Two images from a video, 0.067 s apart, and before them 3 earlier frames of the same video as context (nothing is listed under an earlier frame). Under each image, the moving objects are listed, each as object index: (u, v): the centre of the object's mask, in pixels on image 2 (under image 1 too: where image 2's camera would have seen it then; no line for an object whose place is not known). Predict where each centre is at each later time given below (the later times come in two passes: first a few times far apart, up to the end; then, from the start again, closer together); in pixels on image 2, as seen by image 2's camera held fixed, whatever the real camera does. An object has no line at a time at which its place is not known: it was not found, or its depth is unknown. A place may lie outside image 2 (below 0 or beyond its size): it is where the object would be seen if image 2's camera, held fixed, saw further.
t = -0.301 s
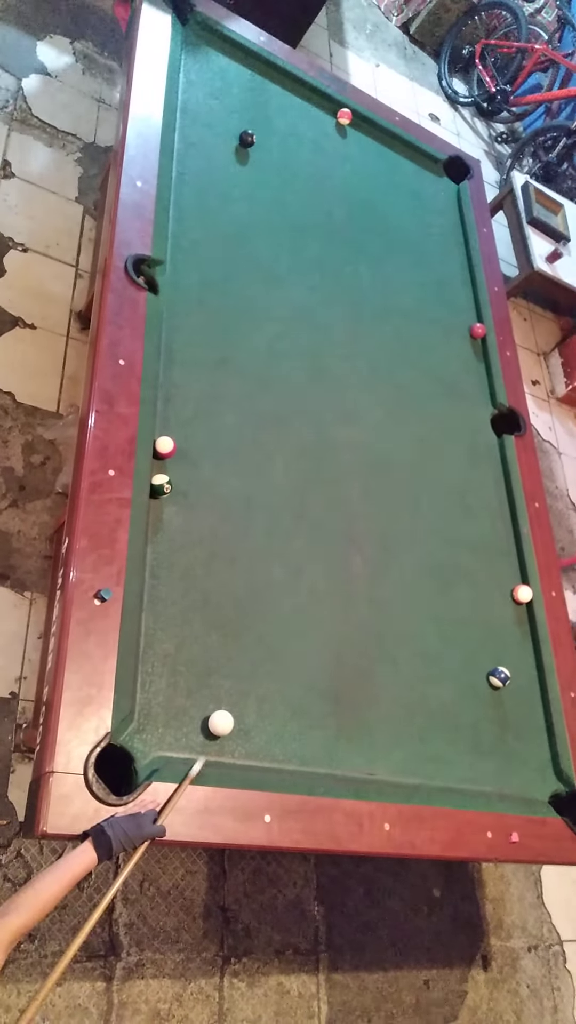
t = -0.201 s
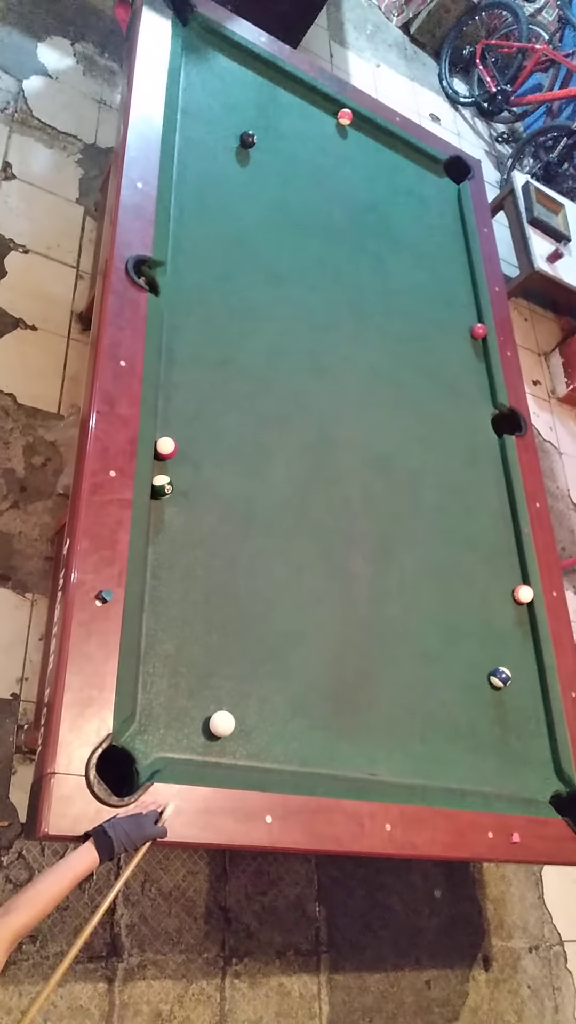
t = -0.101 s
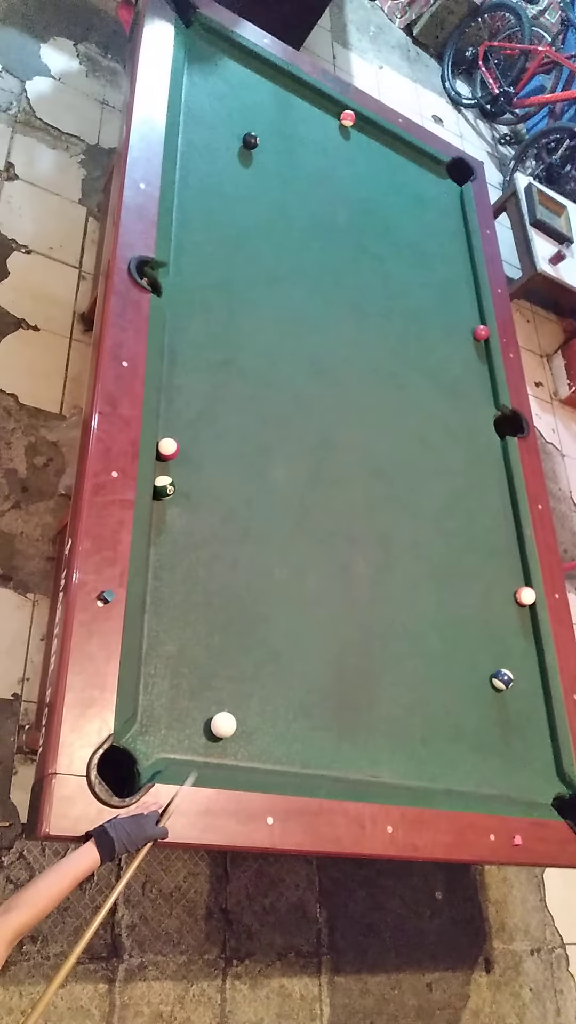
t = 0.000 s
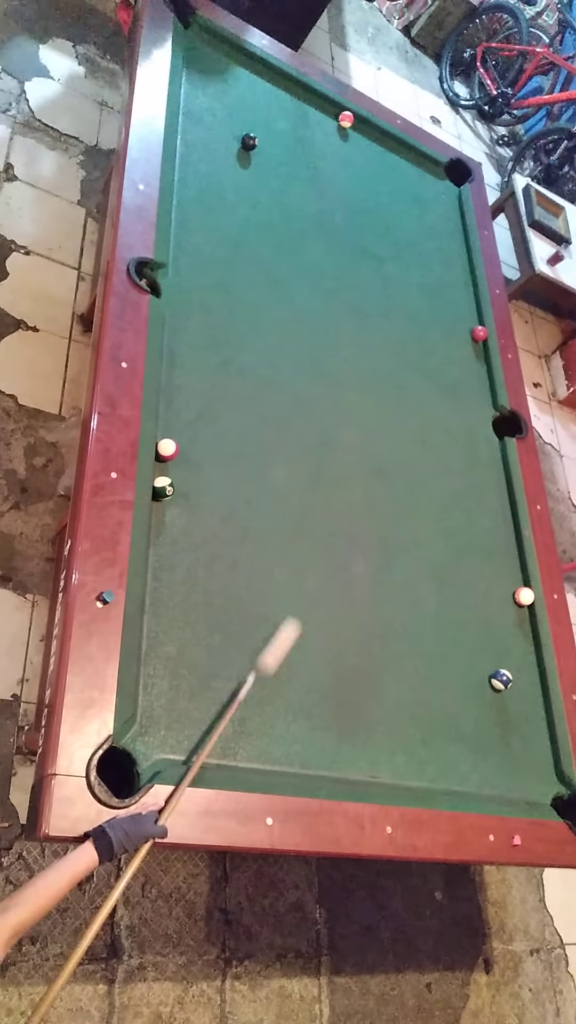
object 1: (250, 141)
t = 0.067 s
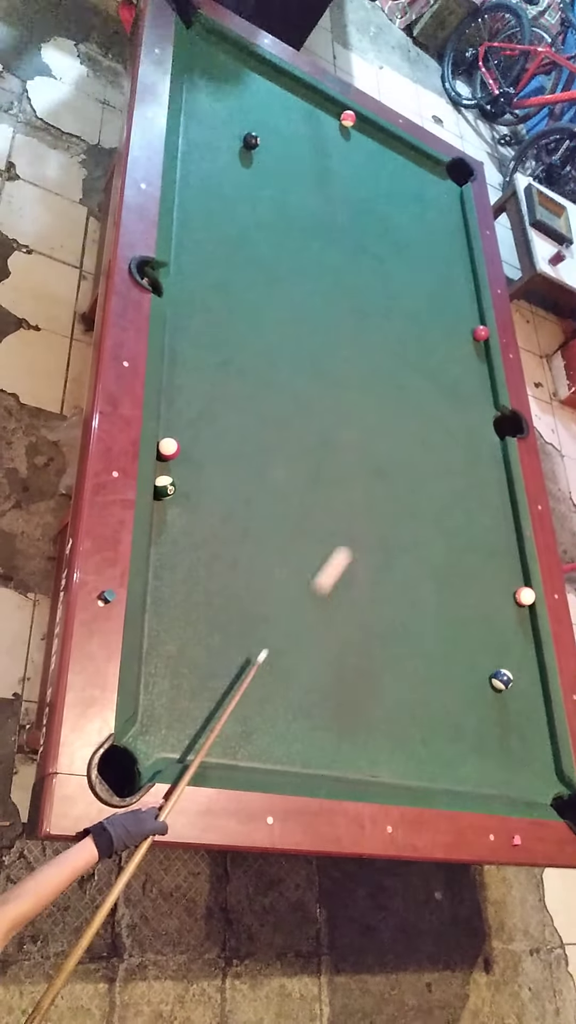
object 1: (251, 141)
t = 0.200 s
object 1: (250, 141)
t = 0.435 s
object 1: (250, 141)
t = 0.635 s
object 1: (251, 142)
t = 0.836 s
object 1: (250, 141)
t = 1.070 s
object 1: (250, 141)
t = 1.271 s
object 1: (251, 141)
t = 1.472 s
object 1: (251, 141)
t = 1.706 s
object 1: (269, 153)
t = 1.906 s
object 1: (289, 167)
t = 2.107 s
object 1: (308, 180)
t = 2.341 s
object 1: (329, 193)
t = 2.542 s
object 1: (347, 205)
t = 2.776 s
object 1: (364, 217)
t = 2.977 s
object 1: (379, 225)
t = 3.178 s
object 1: (392, 234)
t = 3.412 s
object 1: (406, 243)
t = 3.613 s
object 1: (416, 250)
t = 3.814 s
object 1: (426, 256)
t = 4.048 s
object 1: (437, 263)
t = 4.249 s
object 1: (445, 266)
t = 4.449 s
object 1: (452, 270)
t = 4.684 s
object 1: (459, 276)
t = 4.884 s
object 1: (464, 278)
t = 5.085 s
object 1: (470, 281)
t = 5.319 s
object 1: (471, 283)
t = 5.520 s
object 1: (471, 281)
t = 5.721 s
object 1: (471, 281)
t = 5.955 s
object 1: (471, 281)
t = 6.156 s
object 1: (471, 282)
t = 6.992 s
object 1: (472, 282)
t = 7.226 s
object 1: (472, 283)
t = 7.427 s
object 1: (473, 281)
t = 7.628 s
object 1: (472, 282)
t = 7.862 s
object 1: (472, 282)
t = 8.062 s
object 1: (472, 282)
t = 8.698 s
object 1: (472, 282)
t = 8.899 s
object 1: (472, 281)
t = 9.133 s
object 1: (472, 282)
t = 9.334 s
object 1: (472, 281)
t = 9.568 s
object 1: (472, 281)
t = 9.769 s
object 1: (472, 282)
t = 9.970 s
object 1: (471, 282)
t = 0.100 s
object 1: (251, 141)
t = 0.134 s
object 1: (251, 141)
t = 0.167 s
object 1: (250, 141)
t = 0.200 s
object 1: (250, 141)
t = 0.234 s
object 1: (250, 141)
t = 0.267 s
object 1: (250, 141)
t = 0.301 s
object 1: (251, 141)
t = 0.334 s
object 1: (251, 141)
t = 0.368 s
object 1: (250, 141)
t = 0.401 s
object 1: (250, 141)
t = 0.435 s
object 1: (250, 141)
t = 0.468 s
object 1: (251, 142)
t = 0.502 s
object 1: (251, 141)
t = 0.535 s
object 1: (251, 141)
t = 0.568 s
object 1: (251, 141)
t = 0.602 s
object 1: (251, 141)
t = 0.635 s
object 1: (251, 142)
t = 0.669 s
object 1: (251, 142)
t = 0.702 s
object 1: (250, 142)
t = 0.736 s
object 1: (251, 141)
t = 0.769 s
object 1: (251, 141)
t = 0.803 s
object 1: (251, 141)
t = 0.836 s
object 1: (250, 141)
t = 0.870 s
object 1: (250, 142)
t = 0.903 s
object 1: (251, 141)
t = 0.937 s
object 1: (251, 141)
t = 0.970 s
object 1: (251, 141)
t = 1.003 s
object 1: (251, 141)
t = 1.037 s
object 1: (250, 141)
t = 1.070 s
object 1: (250, 141)
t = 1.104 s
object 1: (250, 141)
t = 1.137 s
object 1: (250, 141)
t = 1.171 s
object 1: (251, 141)
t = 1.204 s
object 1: (251, 141)
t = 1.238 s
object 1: (251, 141)
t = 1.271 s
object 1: (251, 141)
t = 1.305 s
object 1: (251, 141)
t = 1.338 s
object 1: (251, 141)
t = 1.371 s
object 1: (251, 141)
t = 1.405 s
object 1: (251, 141)
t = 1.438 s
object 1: (250, 141)
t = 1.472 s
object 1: (251, 141)
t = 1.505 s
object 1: (250, 141)
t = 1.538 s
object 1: (251, 141)
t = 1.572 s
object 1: (254, 144)
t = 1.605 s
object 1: (257, 146)
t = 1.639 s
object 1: (261, 149)
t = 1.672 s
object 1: (265, 151)
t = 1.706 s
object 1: (269, 153)
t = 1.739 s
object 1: (272, 156)
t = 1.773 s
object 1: (275, 158)
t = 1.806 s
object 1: (279, 160)
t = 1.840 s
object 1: (283, 163)
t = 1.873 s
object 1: (286, 165)
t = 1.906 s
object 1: (289, 167)
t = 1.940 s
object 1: (293, 169)
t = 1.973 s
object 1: (296, 172)
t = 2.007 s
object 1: (299, 174)
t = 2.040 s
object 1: (302, 176)
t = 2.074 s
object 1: (305, 178)
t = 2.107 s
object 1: (308, 180)
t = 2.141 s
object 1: (312, 182)
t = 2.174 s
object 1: (315, 184)
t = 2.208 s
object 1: (318, 186)
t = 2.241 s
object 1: (320, 188)
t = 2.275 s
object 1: (324, 190)
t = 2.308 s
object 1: (327, 192)
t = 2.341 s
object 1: (329, 193)
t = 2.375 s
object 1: (333, 196)
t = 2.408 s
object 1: (335, 197)
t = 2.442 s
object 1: (338, 200)
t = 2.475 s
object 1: (341, 202)
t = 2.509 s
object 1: (344, 203)
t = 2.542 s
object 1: (347, 205)
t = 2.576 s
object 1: (349, 207)
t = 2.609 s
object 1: (351, 208)
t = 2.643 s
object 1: (354, 210)
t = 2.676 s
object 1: (357, 212)
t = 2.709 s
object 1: (359, 214)
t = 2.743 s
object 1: (361, 215)
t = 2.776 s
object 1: (364, 217)
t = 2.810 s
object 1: (367, 218)
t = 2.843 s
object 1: (369, 219)
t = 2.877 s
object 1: (372, 221)
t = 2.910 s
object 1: (374, 223)
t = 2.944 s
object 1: (377, 224)
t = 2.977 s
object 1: (379, 225)
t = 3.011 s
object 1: (381, 227)
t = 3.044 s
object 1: (383, 229)
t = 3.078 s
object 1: (386, 230)
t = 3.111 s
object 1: (388, 232)
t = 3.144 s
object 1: (389, 233)
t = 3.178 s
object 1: (392, 234)
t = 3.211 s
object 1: (394, 235)
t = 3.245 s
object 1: (396, 237)
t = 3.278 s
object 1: (398, 237)
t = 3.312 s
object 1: (399, 239)
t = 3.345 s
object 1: (401, 241)
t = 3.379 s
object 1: (403, 242)
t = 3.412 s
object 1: (406, 243)
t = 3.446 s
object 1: (407, 244)
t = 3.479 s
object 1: (409, 245)
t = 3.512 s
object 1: (411, 246)
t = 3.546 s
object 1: (413, 247)
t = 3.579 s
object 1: (415, 248)
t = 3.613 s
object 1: (416, 250)
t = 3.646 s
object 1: (418, 251)
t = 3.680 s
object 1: (420, 252)
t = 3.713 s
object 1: (422, 253)
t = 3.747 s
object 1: (423, 254)
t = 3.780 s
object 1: (425, 255)
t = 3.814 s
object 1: (426, 256)
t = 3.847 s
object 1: (428, 257)
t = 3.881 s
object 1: (429, 258)
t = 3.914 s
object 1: (431, 259)
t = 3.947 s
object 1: (433, 259)
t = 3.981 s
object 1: (434, 260)
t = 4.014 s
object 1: (435, 261)
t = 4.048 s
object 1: (437, 263)
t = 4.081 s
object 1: (438, 263)
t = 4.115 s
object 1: (440, 264)
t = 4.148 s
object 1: (441, 265)
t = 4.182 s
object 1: (442, 265)
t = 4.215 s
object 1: (443, 265)
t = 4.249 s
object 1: (445, 266)
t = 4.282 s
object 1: (446, 267)
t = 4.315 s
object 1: (447, 268)
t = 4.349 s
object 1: (449, 268)
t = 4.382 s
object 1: (450, 269)
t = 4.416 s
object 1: (451, 269)
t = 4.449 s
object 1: (452, 270)
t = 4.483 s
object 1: (454, 272)
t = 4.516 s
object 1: (454, 272)
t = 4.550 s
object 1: (455, 273)
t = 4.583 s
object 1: (456, 274)
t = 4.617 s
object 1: (457, 275)
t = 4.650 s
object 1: (457, 276)
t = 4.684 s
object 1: (459, 276)
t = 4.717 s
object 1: (460, 277)
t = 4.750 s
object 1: (464, 278)
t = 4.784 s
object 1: (461, 279)
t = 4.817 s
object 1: (461, 278)
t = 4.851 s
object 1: (462, 278)
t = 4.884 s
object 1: (464, 278)
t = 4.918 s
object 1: (464, 278)
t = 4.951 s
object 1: (466, 278)
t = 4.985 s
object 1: (466, 278)
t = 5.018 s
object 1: (468, 279)
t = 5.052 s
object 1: (469, 279)
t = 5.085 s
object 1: (470, 281)
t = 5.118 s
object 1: (470, 280)
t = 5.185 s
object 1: (471, 281)
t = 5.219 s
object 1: (472, 281)
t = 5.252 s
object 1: (471, 281)
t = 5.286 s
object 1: (471, 282)
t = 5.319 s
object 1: (471, 283)
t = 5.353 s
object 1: (471, 281)
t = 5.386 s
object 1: (471, 280)
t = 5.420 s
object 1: (471, 282)
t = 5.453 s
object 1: (471, 281)
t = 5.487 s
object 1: (471, 281)
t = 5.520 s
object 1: (471, 281)
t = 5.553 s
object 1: (471, 282)
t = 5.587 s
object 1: (471, 282)
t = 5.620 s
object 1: (471, 281)
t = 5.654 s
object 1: (471, 281)
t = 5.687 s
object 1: (470, 281)
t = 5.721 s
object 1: (471, 281)
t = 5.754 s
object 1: (471, 281)
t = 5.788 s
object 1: (471, 281)
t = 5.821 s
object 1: (471, 281)
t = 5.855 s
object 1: (471, 282)
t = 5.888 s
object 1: (471, 281)
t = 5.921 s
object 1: (471, 281)
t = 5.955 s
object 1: (471, 281)
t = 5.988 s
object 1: (471, 281)
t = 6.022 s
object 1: (471, 281)
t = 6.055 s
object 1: (471, 280)
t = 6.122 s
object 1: (472, 282)
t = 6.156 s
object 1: (471, 282)
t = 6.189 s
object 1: (472, 282)
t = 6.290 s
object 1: (472, 282)
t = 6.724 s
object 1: (472, 283)
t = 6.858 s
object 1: (472, 283)
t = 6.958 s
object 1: (472, 282)
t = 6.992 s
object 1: (472, 282)
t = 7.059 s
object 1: (472, 283)
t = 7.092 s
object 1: (472, 282)
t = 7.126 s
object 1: (472, 282)
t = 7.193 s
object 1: (472, 282)
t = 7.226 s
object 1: (472, 283)
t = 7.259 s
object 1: (472, 282)
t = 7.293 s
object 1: (472, 282)
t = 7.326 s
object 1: (472, 283)
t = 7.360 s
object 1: (472, 282)
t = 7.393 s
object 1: (472, 282)
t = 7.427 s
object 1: (473, 281)
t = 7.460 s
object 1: (472, 282)
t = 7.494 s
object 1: (472, 282)
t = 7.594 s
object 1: (472, 283)
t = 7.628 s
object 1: (472, 282)
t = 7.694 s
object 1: (472, 282)
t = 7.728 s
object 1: (472, 282)
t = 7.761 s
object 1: (472, 282)
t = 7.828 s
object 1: (472, 282)
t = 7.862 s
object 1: (472, 282)
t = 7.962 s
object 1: (472, 282)
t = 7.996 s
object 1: (472, 282)
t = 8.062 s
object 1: (472, 282)
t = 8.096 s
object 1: (472, 282)
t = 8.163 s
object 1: (472, 282)
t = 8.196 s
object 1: (472, 282)
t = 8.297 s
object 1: (472, 282)
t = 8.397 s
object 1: (472, 282)
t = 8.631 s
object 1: (472, 282)
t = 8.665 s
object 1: (472, 282)
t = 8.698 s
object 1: (472, 282)
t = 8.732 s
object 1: (472, 282)
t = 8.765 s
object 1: (472, 282)
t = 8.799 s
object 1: (472, 282)
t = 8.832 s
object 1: (472, 282)
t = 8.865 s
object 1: (472, 282)
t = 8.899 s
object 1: (472, 281)
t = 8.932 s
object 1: (472, 282)
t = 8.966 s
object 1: (472, 282)
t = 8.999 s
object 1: (472, 282)
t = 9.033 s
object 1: (472, 282)
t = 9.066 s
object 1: (472, 282)
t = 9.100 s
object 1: (472, 282)
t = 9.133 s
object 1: (472, 282)
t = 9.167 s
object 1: (472, 282)
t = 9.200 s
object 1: (472, 282)
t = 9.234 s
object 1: (472, 282)
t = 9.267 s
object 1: (472, 282)
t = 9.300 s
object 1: (472, 282)
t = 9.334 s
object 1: (472, 281)
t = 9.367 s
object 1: (472, 282)
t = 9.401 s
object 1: (472, 282)
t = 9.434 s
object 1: (472, 282)
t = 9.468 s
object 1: (472, 282)
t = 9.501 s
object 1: (472, 282)
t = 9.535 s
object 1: (472, 282)
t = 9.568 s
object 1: (472, 281)
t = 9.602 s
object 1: (471, 282)
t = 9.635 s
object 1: (472, 282)
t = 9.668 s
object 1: (471, 282)
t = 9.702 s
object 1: (472, 281)
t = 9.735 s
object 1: (472, 282)
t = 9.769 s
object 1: (472, 282)
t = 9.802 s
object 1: (472, 282)
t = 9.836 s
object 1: (472, 282)
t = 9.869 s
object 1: (472, 282)
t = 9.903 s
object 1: (472, 282)
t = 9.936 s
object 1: (471, 282)
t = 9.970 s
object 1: (471, 282)
